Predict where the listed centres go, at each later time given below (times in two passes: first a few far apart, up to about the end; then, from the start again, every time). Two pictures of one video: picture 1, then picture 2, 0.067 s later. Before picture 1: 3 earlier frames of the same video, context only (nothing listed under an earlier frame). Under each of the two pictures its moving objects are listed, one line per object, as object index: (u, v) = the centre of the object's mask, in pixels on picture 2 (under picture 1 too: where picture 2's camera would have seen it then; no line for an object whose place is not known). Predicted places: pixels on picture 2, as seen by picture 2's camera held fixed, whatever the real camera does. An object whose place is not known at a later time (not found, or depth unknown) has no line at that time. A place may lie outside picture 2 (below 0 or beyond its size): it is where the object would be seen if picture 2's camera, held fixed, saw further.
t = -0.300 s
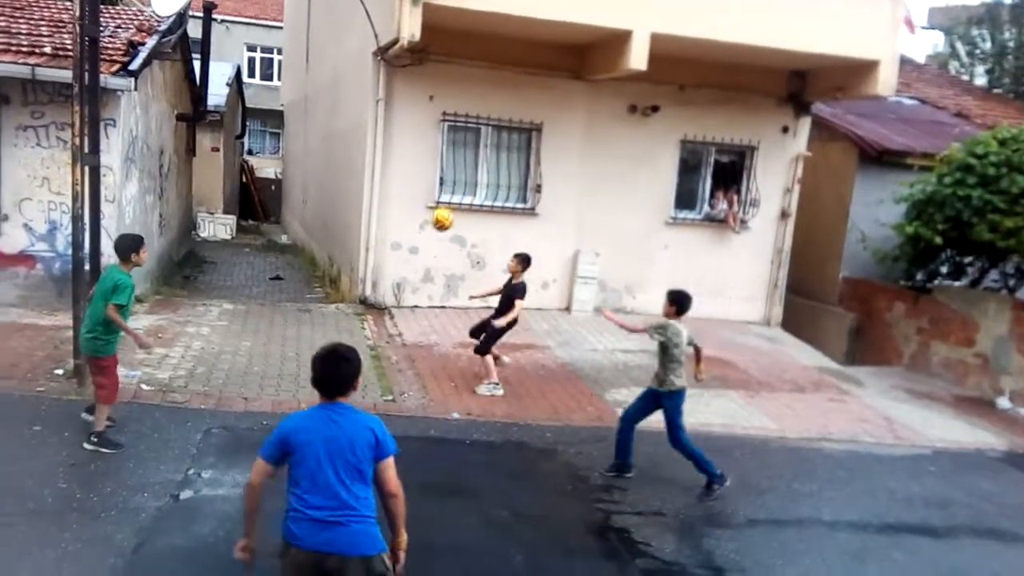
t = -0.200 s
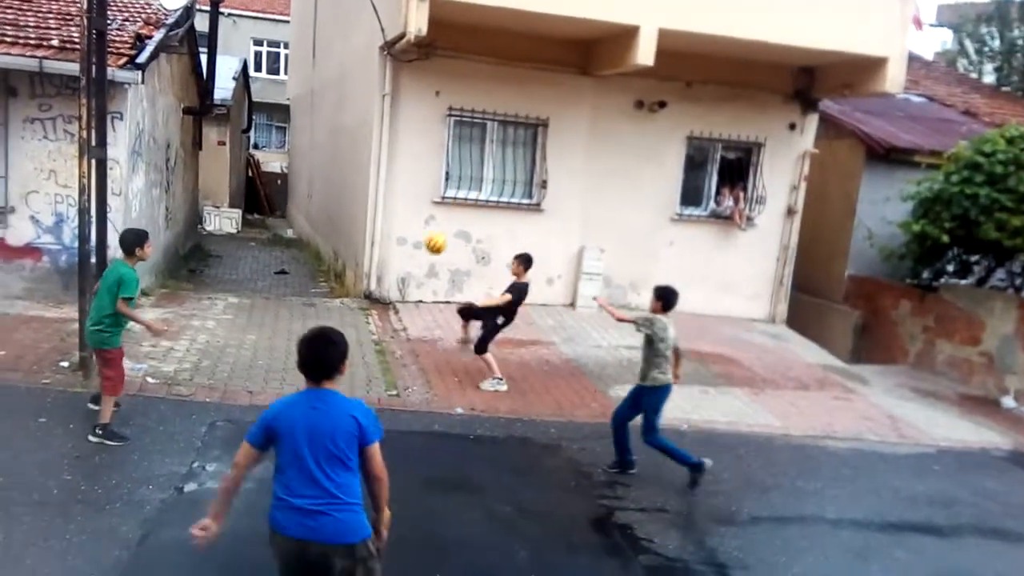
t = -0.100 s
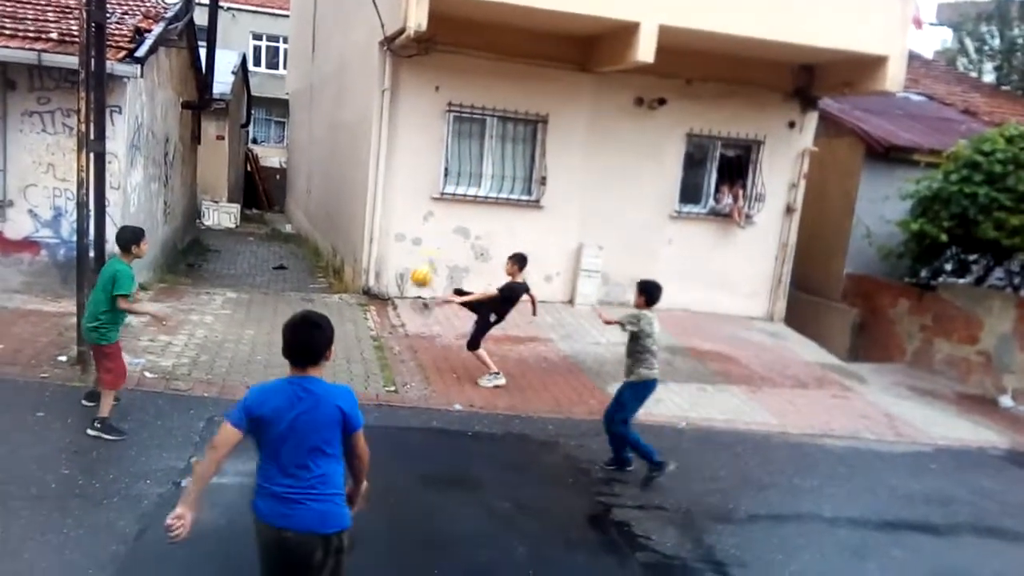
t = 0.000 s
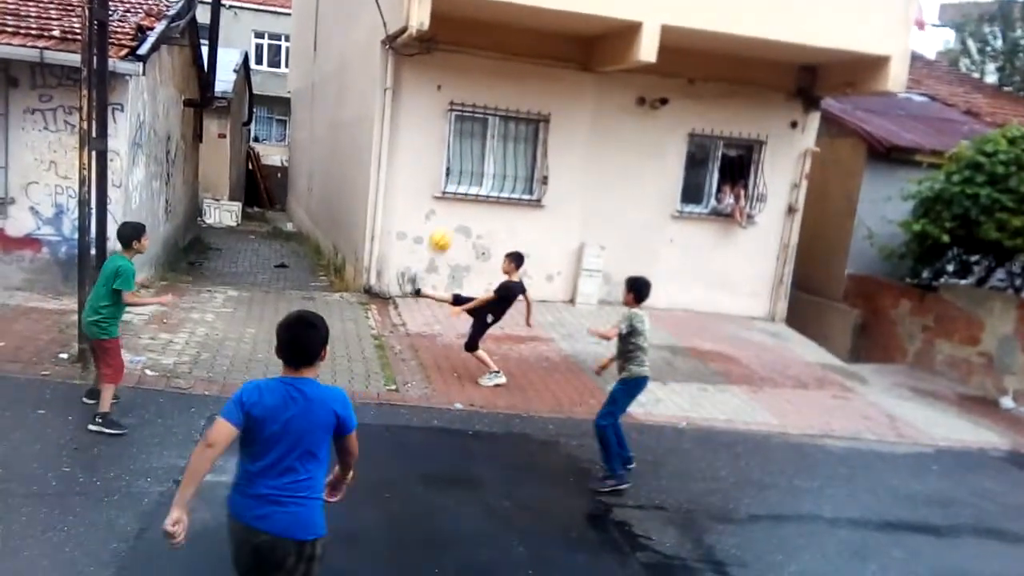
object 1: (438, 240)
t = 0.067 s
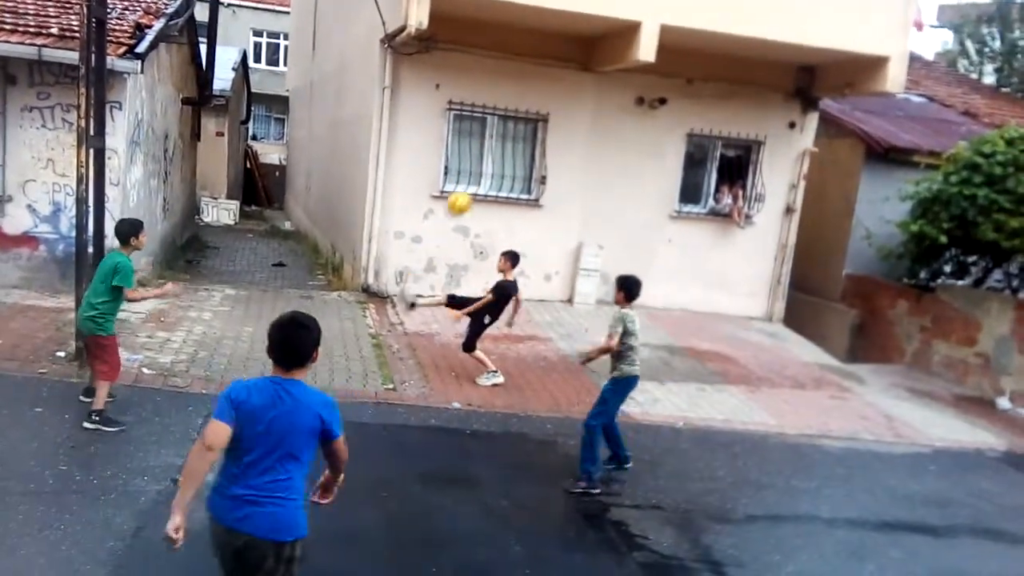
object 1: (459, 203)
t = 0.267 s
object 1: (527, 111)
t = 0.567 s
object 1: (644, 52)
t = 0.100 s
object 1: (469, 184)
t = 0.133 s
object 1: (481, 167)
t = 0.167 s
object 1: (491, 152)
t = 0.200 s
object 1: (502, 138)
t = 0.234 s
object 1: (514, 125)
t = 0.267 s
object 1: (527, 111)
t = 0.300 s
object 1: (539, 100)
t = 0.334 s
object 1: (552, 89)
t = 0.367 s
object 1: (564, 79)
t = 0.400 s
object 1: (577, 70)
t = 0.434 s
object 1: (590, 64)
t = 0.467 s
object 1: (603, 58)
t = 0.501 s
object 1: (616, 55)
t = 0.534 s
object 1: (629, 52)
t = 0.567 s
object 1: (644, 52)
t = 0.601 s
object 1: (660, 52)
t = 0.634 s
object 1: (675, 54)
